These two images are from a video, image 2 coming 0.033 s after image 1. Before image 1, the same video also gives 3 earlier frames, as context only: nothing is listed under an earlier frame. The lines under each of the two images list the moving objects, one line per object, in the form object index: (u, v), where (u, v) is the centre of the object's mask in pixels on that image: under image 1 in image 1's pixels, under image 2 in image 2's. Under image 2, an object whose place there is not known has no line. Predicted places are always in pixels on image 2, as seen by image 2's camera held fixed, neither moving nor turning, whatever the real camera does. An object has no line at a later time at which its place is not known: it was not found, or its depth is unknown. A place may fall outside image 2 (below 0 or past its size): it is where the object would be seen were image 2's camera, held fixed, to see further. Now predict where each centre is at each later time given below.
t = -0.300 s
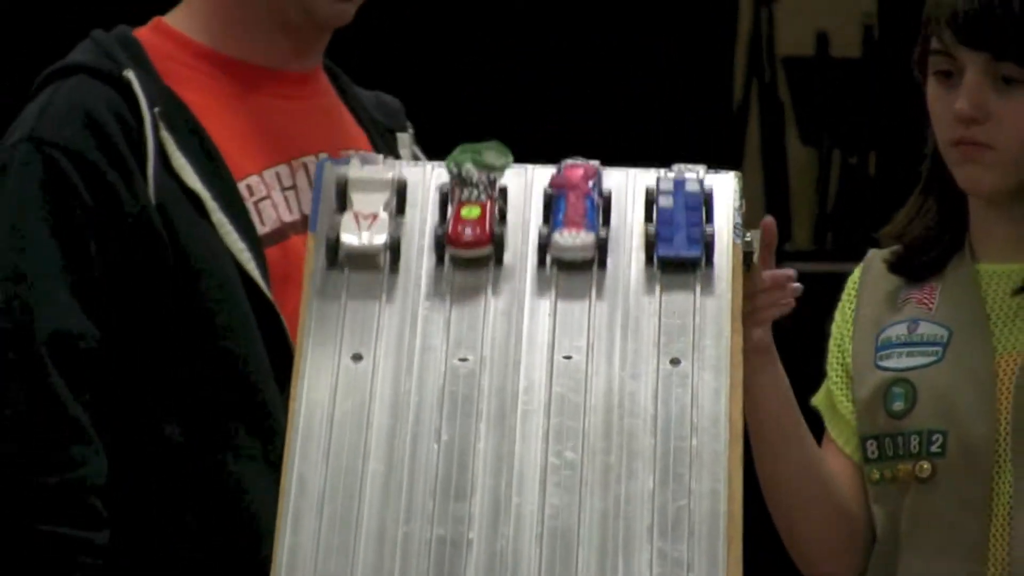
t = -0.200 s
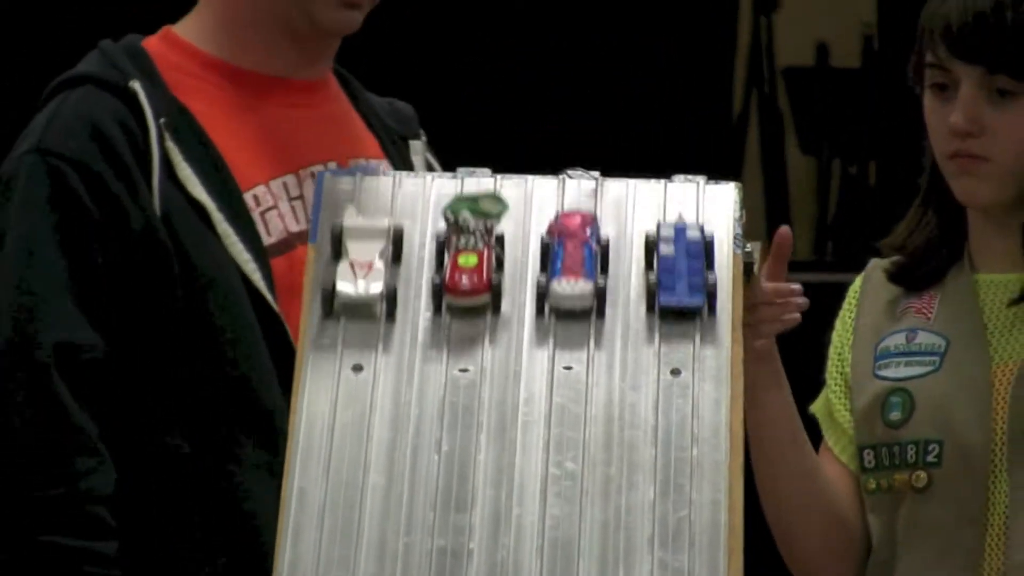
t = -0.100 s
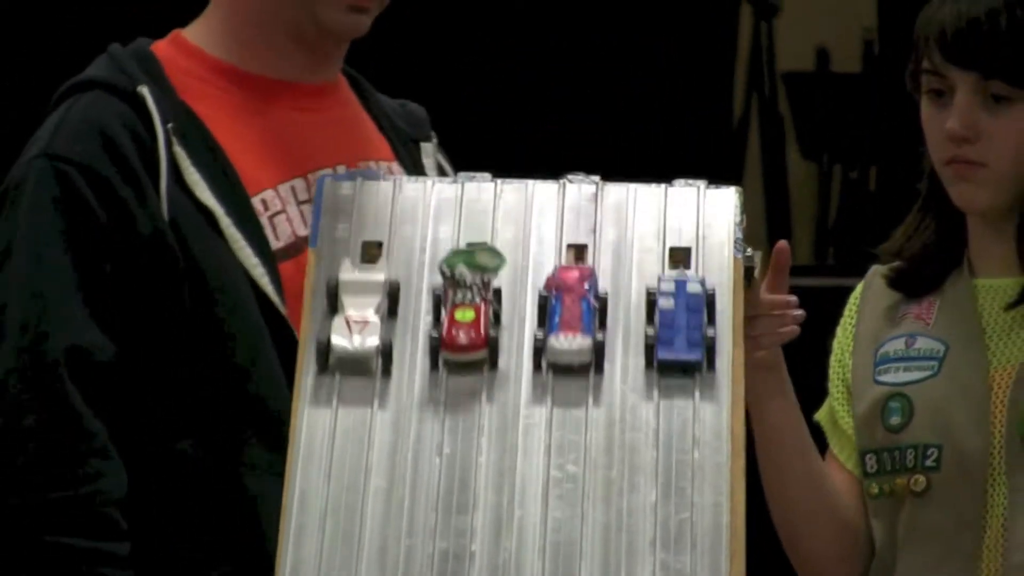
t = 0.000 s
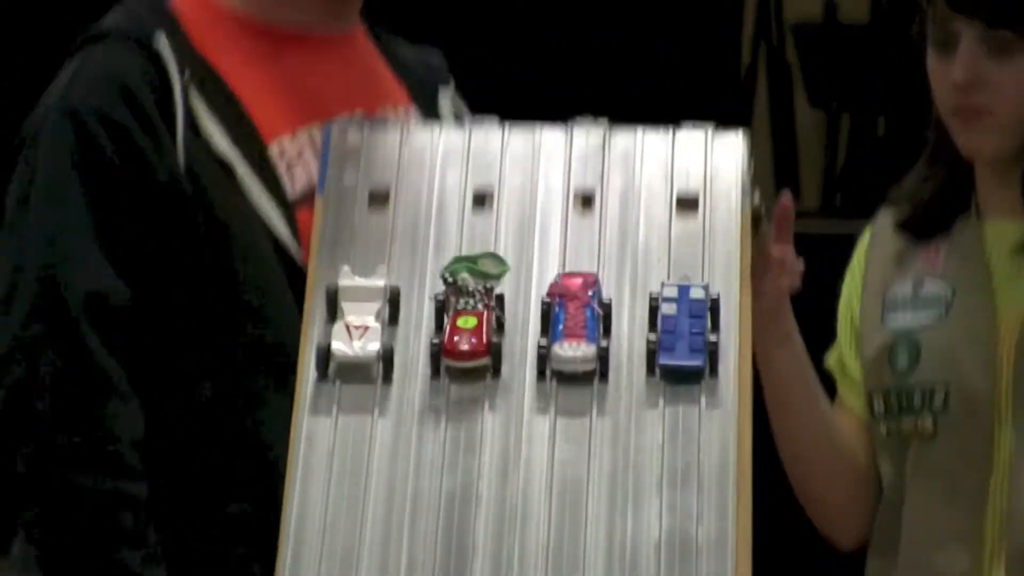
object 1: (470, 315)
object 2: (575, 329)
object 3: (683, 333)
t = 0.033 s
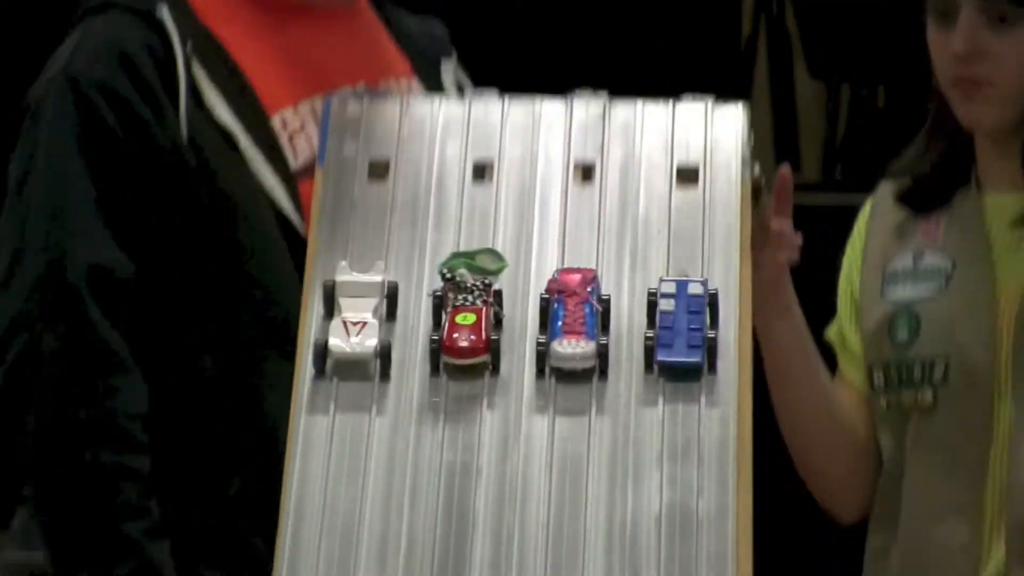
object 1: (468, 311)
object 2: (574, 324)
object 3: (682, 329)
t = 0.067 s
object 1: (466, 336)
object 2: (572, 352)
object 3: (680, 353)
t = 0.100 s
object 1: (464, 363)
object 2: (571, 379)
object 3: (679, 381)
